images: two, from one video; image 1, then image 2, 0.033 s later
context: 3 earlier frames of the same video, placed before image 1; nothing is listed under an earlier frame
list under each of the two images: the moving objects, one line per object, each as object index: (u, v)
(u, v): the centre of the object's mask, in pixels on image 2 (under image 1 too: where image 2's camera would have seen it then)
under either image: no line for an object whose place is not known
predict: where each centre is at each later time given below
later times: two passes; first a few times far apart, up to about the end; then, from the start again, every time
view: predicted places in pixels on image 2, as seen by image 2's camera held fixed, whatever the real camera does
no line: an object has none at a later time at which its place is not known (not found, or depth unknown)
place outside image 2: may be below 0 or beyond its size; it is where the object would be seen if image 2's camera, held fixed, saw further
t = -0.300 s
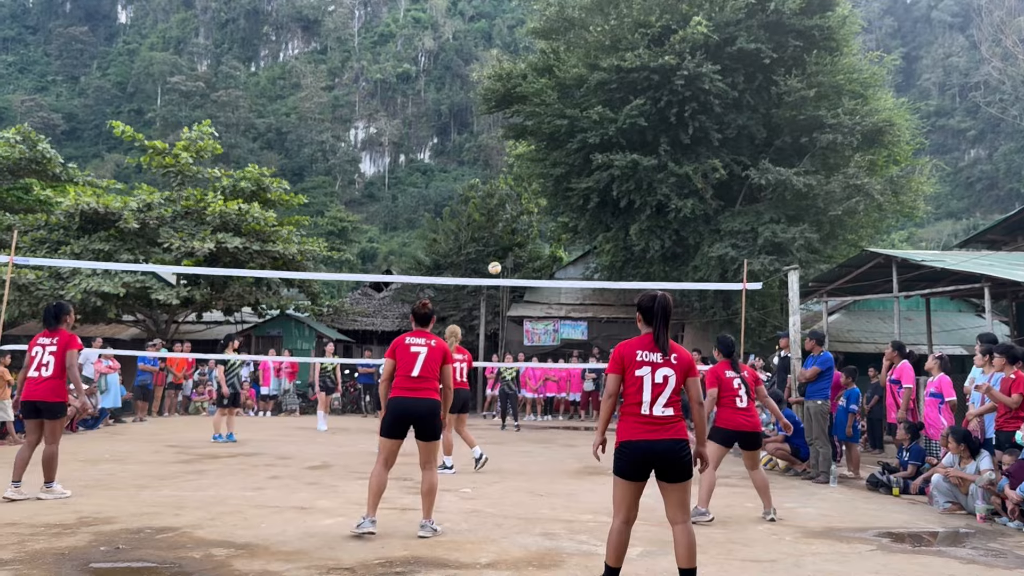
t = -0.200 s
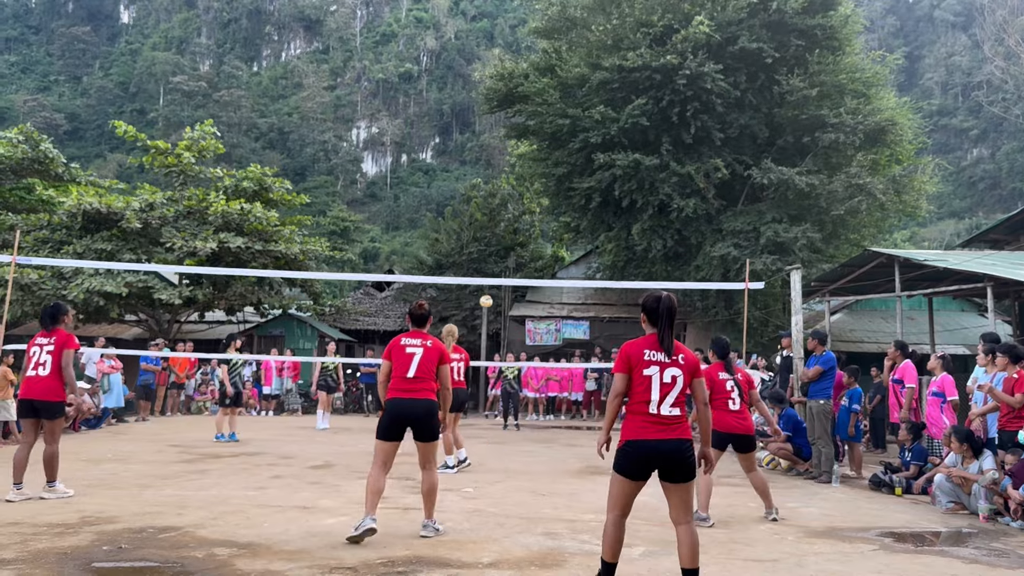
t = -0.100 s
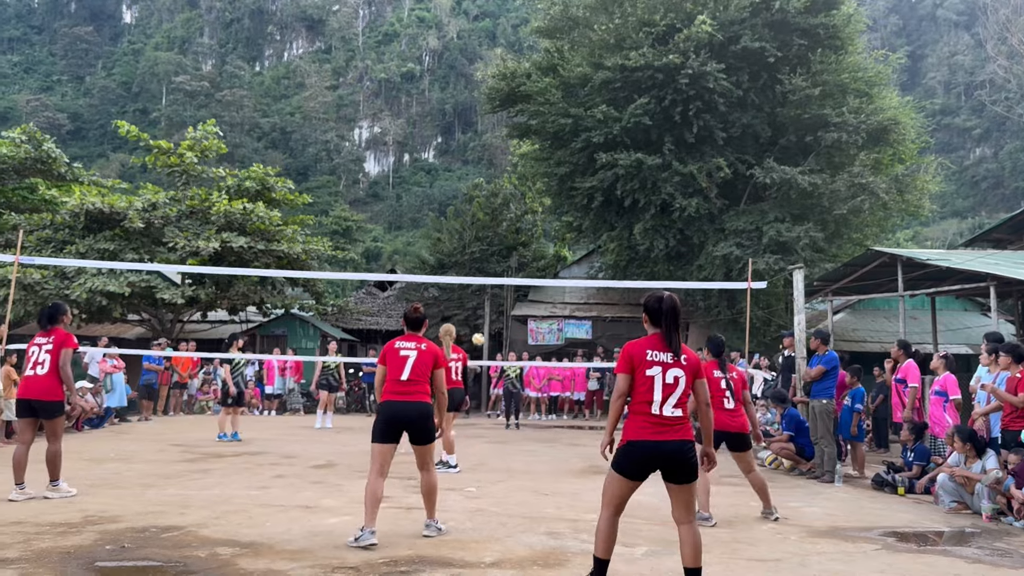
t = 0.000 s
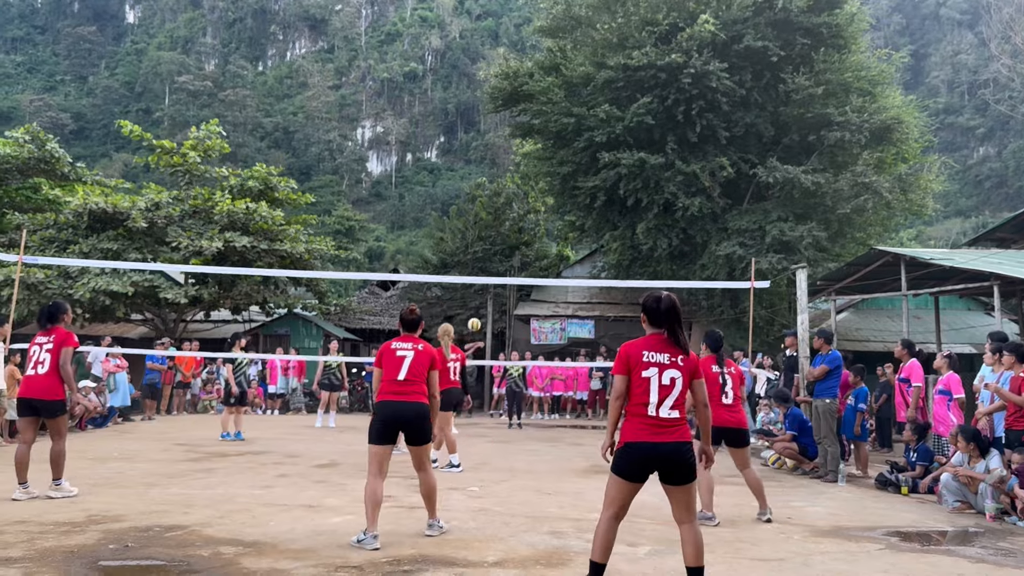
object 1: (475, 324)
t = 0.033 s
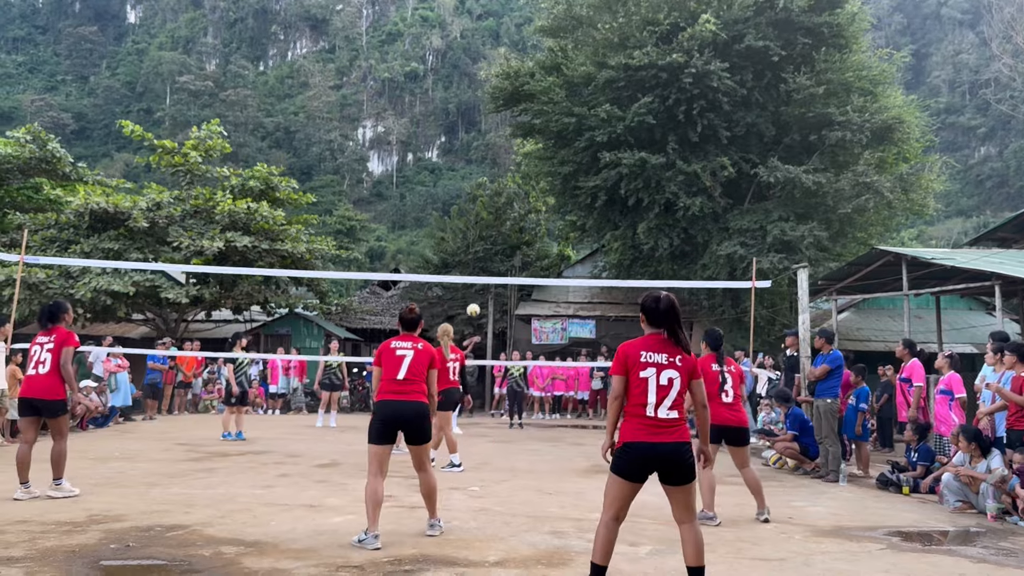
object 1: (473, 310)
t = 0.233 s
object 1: (460, 230)
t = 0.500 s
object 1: (437, 142)
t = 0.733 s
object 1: (408, 91)
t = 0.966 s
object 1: (366, 78)
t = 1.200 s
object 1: (298, 133)
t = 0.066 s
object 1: (471, 296)
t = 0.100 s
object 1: (469, 286)
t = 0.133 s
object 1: (467, 269)
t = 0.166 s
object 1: (465, 256)
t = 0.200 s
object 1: (463, 243)
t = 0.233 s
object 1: (460, 230)
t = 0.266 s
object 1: (457, 218)
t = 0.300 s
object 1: (455, 206)
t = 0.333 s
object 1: (453, 195)
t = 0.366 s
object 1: (449, 183)
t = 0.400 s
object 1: (446, 172)
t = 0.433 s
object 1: (443, 162)
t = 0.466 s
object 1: (440, 152)
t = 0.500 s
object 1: (437, 142)
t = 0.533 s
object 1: (434, 134)
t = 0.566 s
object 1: (430, 125)
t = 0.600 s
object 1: (426, 117)
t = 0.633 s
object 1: (422, 109)
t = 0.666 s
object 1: (417, 102)
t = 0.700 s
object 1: (413, 96)
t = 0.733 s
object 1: (408, 91)
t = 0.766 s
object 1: (404, 86)
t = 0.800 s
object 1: (398, 82)
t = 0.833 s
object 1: (392, 79)
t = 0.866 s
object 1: (386, 77)
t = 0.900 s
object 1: (380, 76)
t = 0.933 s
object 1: (373, 76)
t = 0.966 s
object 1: (366, 78)
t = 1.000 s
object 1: (359, 80)
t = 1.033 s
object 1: (349, 85)
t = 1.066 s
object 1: (340, 90)
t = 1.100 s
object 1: (331, 98)
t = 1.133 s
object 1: (320, 108)
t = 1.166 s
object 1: (309, 120)
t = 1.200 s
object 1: (298, 133)
